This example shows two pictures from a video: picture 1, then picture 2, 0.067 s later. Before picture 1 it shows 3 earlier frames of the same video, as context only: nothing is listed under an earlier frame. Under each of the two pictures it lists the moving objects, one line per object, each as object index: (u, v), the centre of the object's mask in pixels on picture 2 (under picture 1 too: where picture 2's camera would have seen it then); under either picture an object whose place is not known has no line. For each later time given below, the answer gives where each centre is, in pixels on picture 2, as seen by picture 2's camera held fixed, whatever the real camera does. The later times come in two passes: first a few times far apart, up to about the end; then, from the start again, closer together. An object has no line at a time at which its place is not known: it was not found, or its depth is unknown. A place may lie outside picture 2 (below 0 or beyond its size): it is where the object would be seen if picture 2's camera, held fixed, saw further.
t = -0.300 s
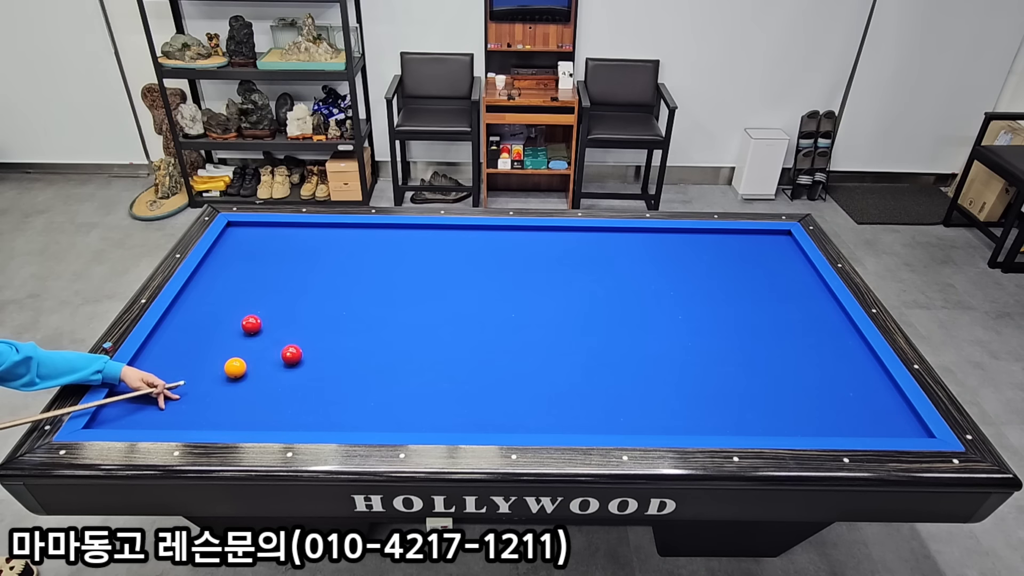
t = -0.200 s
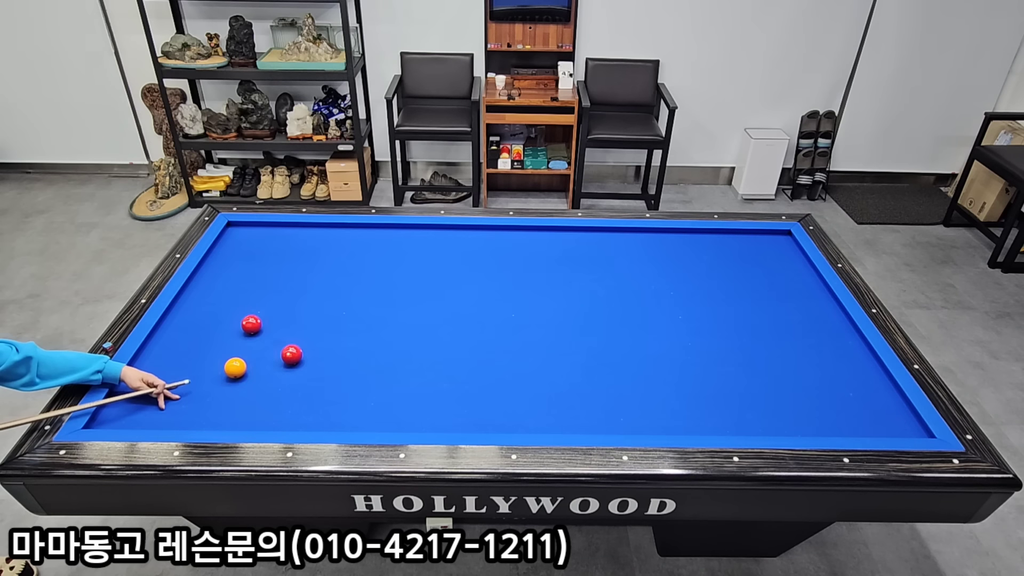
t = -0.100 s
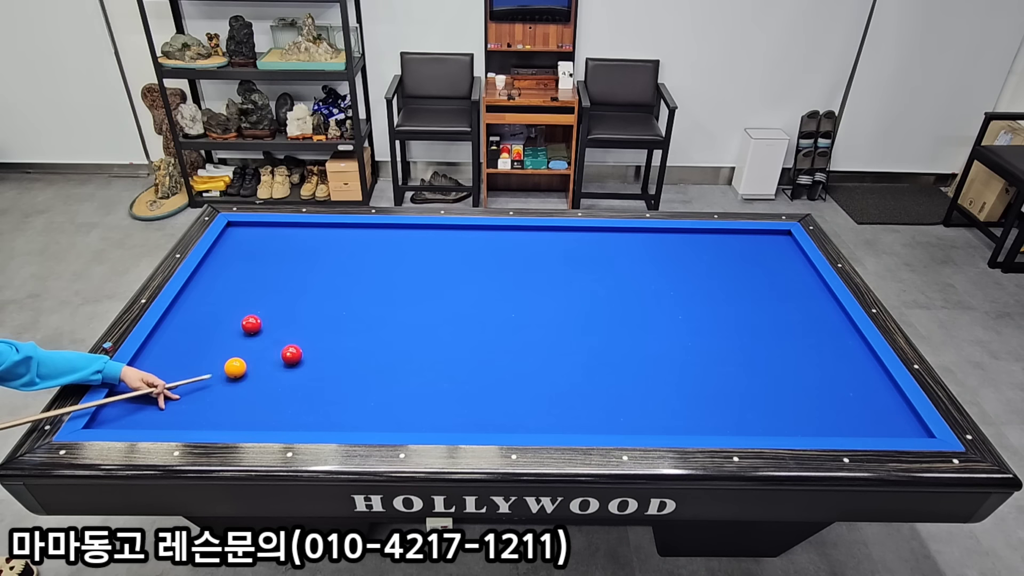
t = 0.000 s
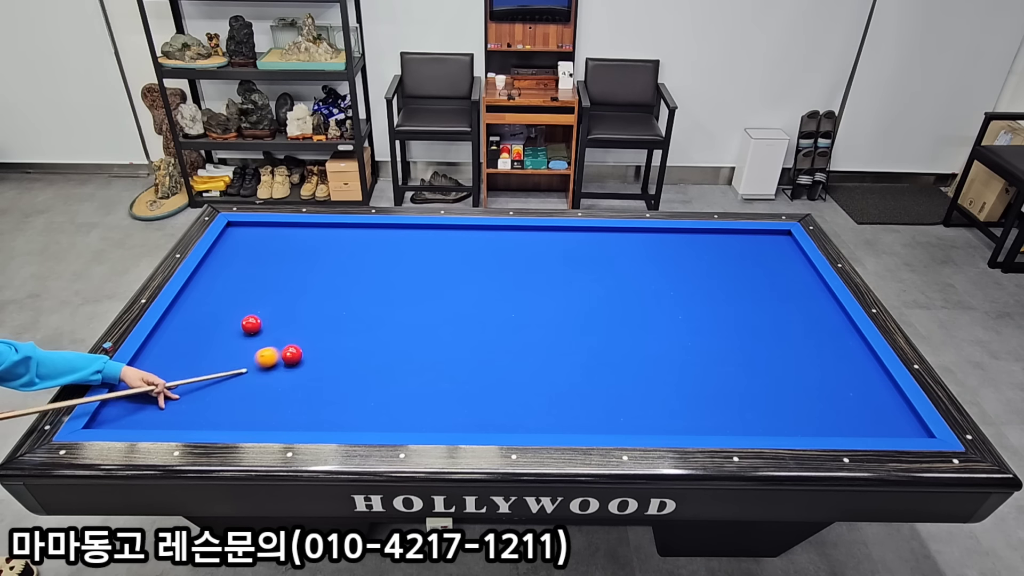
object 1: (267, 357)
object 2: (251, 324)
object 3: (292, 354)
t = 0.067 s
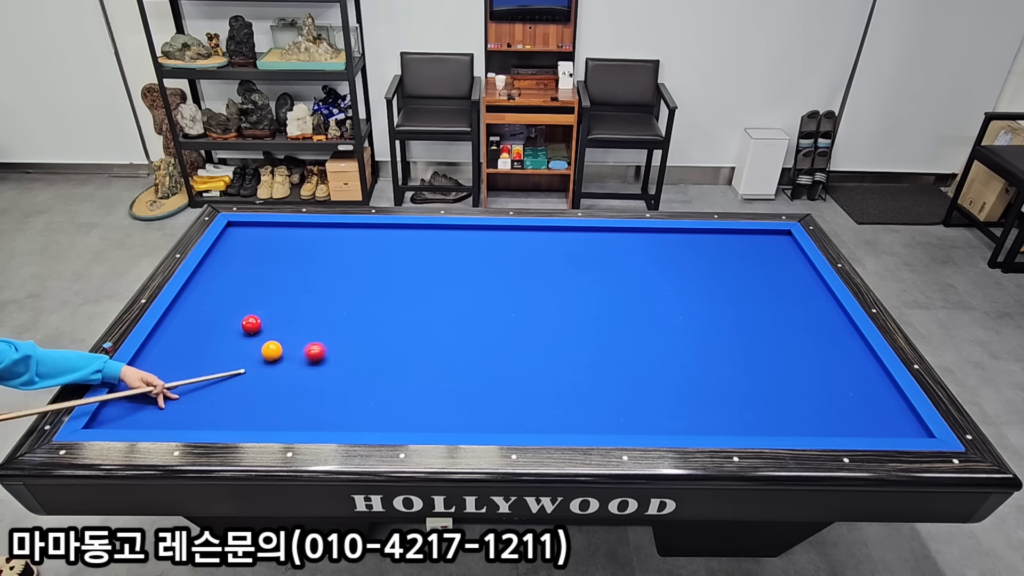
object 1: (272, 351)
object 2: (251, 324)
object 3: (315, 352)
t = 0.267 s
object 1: (267, 339)
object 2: (251, 324)
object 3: (382, 346)
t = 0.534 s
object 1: (262, 331)
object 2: (248, 321)
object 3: (459, 338)
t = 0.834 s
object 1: (263, 327)
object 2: (242, 314)
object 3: (542, 331)
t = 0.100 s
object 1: (272, 348)
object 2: (251, 324)
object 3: (327, 351)
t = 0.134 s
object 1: (271, 346)
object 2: (251, 324)
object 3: (340, 350)
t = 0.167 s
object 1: (271, 344)
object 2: (251, 324)
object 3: (351, 349)
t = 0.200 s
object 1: (269, 343)
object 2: (251, 324)
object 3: (361, 348)
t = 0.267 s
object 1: (267, 339)
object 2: (251, 324)
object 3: (382, 346)
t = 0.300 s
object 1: (266, 338)
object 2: (251, 324)
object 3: (392, 345)
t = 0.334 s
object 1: (265, 336)
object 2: (251, 324)
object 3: (401, 344)
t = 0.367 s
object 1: (264, 335)
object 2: (251, 323)
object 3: (411, 343)
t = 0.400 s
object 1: (263, 333)
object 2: (250, 323)
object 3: (421, 342)
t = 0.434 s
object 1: (262, 332)
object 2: (250, 323)
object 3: (431, 341)
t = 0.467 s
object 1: (262, 332)
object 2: (249, 322)
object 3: (440, 340)
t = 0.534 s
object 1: (262, 331)
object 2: (248, 321)
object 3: (459, 338)
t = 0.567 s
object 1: (262, 330)
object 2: (247, 320)
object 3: (469, 337)
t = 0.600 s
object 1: (262, 330)
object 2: (247, 319)
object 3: (478, 336)
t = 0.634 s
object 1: (263, 329)
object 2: (246, 319)
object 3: (488, 336)
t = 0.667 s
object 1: (263, 329)
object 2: (245, 318)
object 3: (497, 335)
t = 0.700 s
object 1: (263, 328)
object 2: (245, 317)
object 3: (506, 334)
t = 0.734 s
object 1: (263, 328)
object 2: (244, 316)
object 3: (515, 333)
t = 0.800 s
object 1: (263, 327)
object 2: (242, 315)
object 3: (533, 331)
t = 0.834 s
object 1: (263, 327)
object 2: (242, 314)
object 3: (542, 331)
